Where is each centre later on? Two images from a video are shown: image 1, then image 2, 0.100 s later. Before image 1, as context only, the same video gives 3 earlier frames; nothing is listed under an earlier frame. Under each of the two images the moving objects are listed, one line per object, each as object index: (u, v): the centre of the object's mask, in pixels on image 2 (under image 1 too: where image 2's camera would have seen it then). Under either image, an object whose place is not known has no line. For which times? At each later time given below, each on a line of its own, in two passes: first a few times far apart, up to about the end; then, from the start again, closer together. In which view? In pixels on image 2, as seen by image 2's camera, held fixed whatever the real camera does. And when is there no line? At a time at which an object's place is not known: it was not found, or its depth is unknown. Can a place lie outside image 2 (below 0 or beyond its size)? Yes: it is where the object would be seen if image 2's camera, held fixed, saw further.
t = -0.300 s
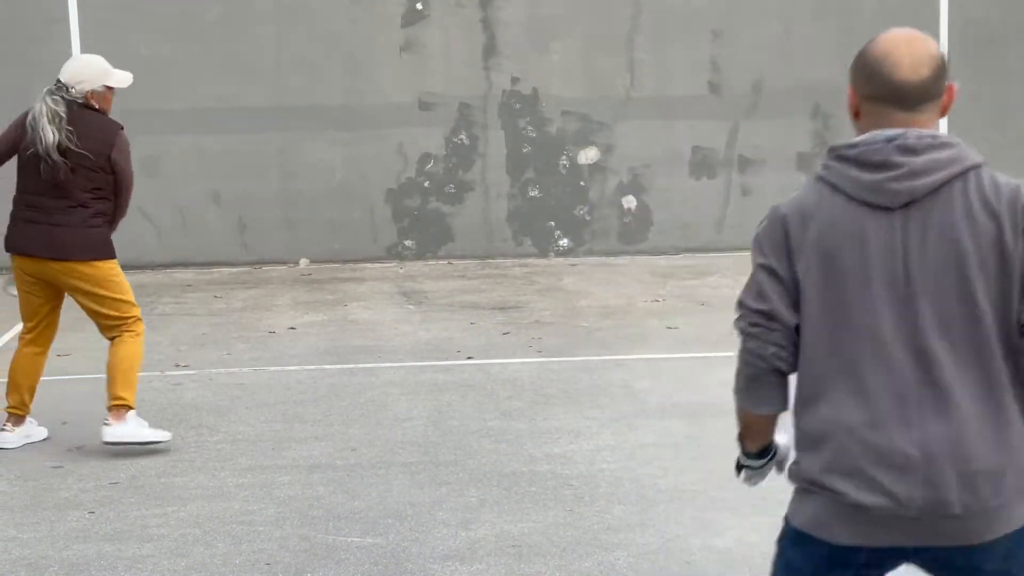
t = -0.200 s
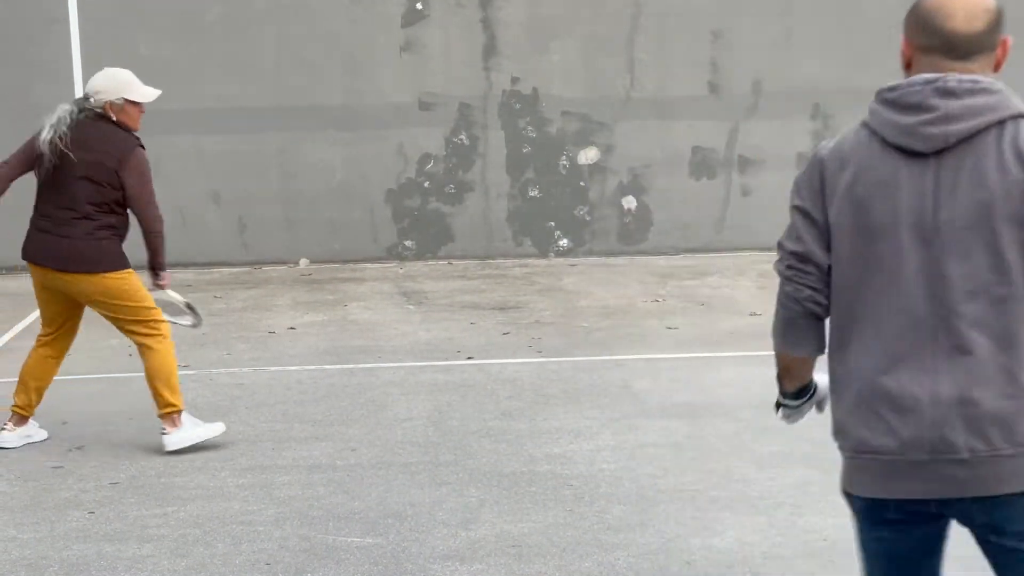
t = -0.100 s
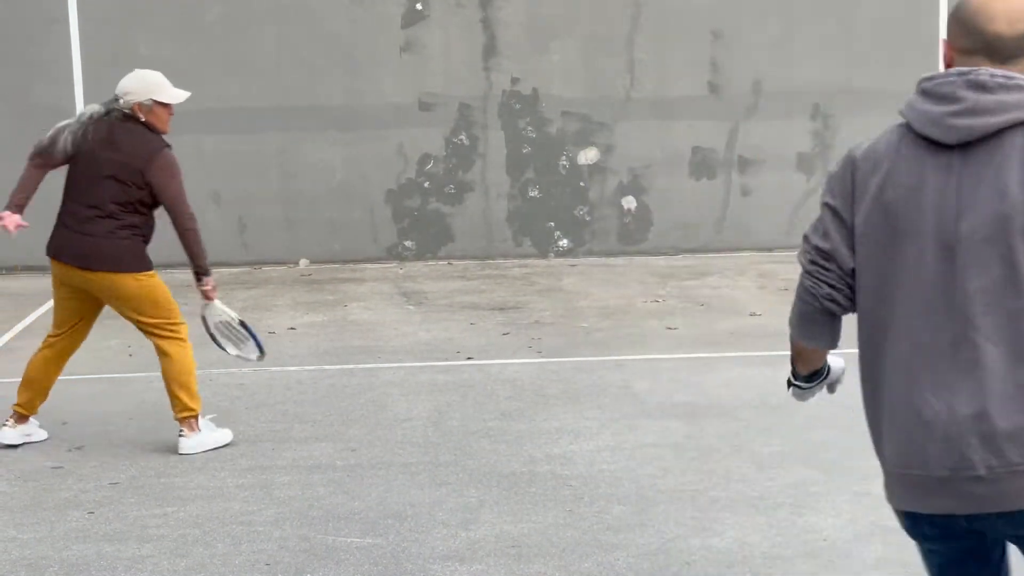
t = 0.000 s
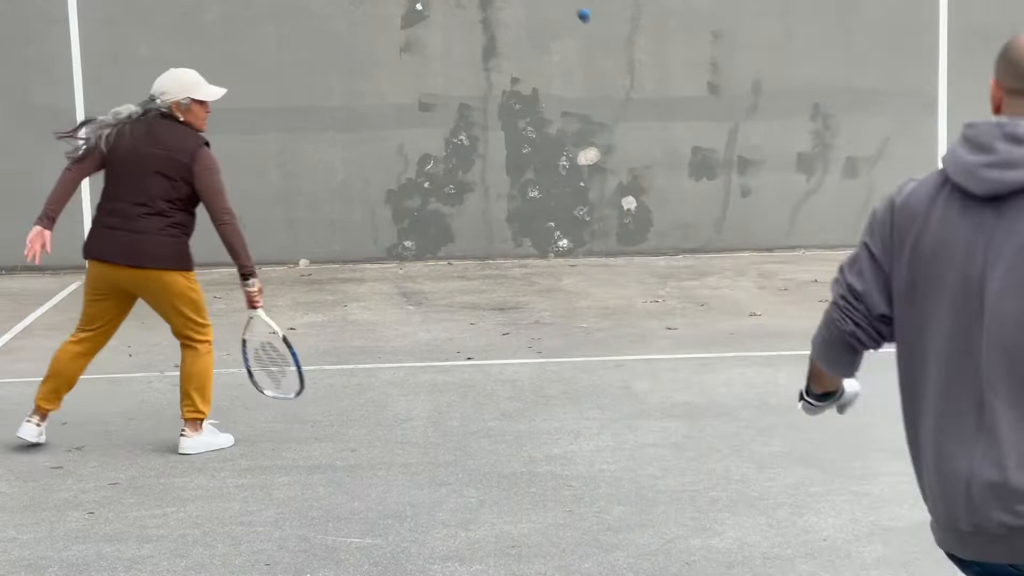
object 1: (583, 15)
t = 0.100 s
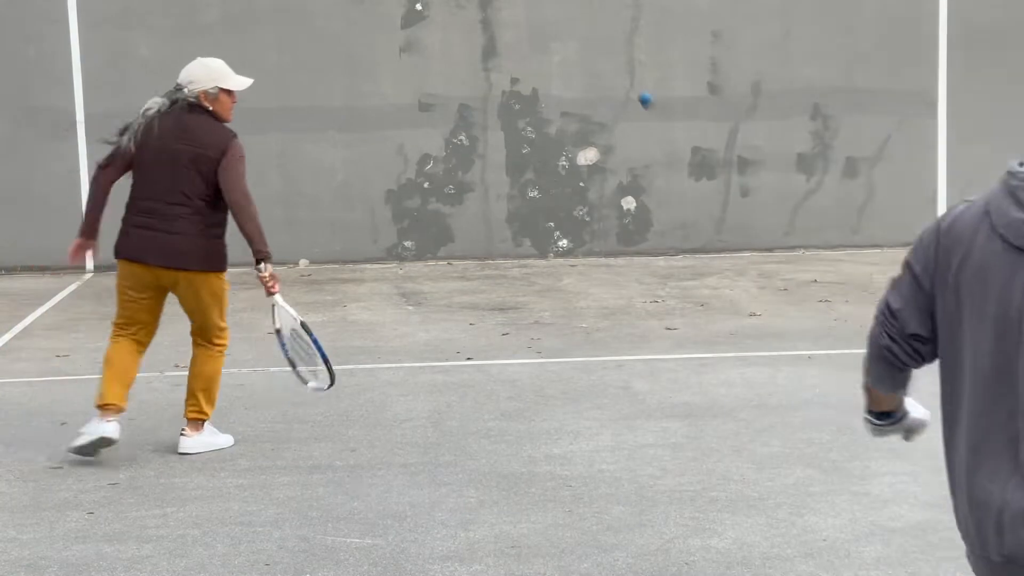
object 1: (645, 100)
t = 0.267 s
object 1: (795, 362)
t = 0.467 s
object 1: (1007, 465)
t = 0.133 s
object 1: (670, 139)
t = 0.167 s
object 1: (696, 181)
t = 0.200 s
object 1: (725, 233)
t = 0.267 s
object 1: (795, 362)
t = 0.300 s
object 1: (833, 440)
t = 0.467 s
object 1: (1007, 465)
